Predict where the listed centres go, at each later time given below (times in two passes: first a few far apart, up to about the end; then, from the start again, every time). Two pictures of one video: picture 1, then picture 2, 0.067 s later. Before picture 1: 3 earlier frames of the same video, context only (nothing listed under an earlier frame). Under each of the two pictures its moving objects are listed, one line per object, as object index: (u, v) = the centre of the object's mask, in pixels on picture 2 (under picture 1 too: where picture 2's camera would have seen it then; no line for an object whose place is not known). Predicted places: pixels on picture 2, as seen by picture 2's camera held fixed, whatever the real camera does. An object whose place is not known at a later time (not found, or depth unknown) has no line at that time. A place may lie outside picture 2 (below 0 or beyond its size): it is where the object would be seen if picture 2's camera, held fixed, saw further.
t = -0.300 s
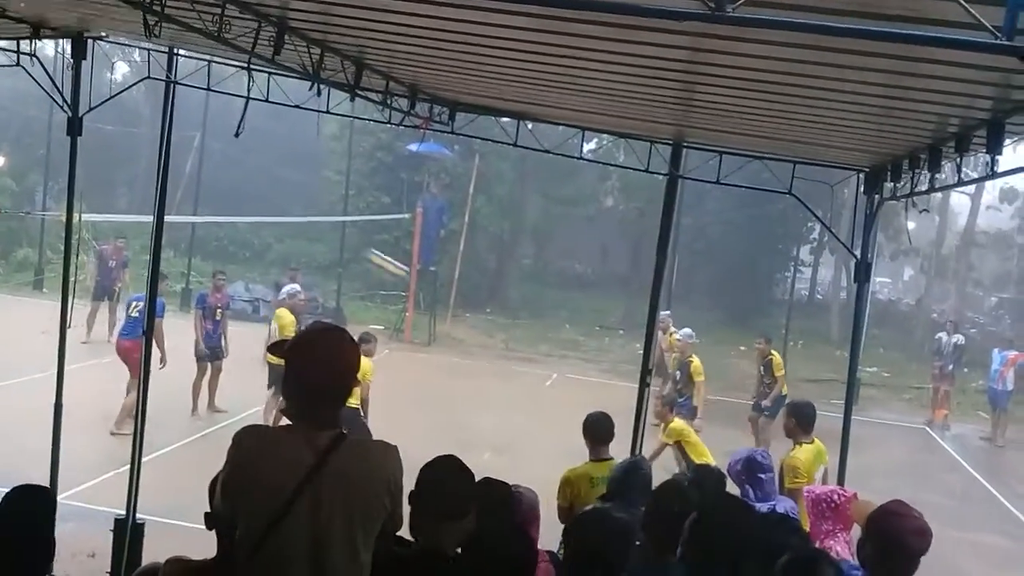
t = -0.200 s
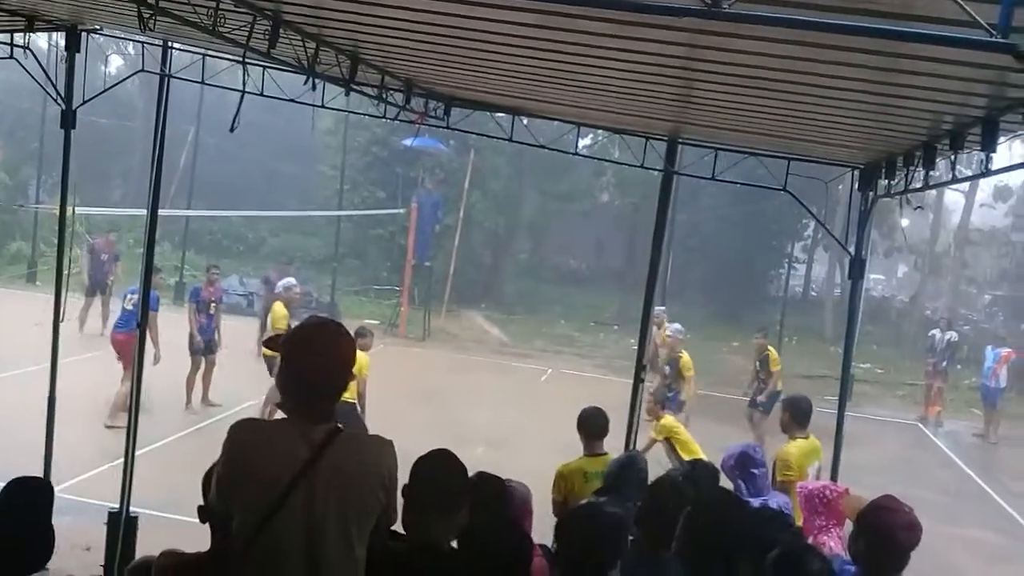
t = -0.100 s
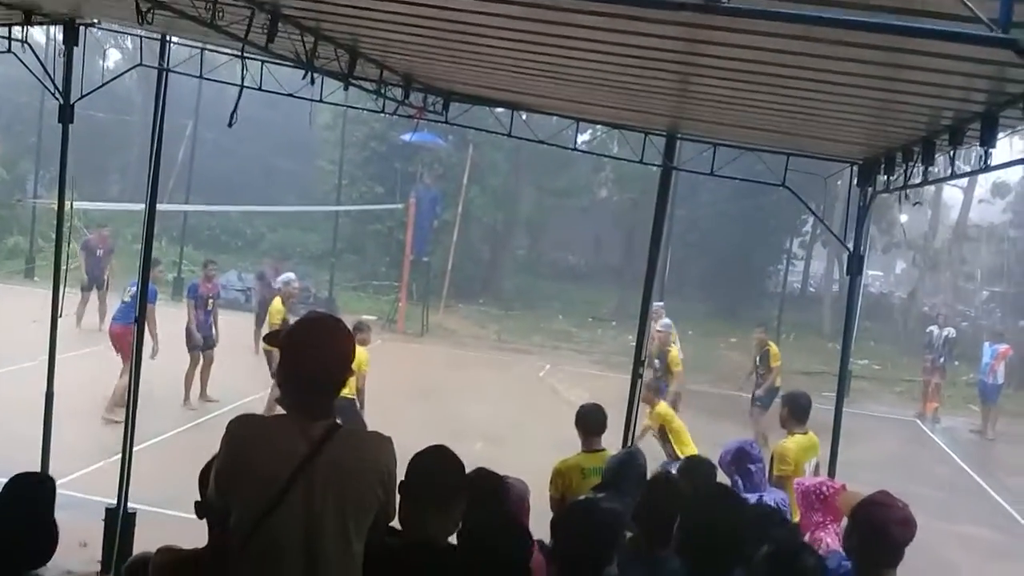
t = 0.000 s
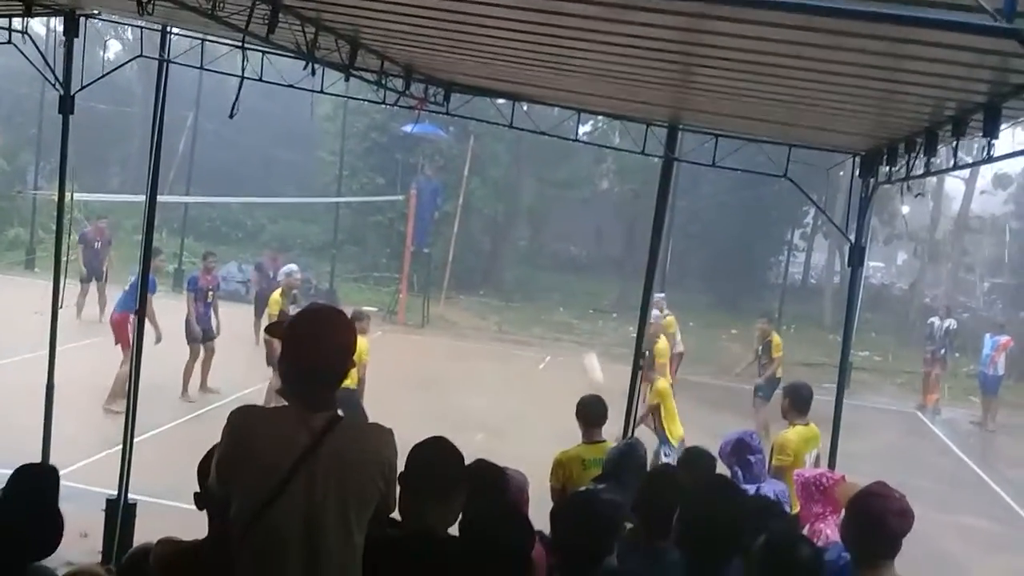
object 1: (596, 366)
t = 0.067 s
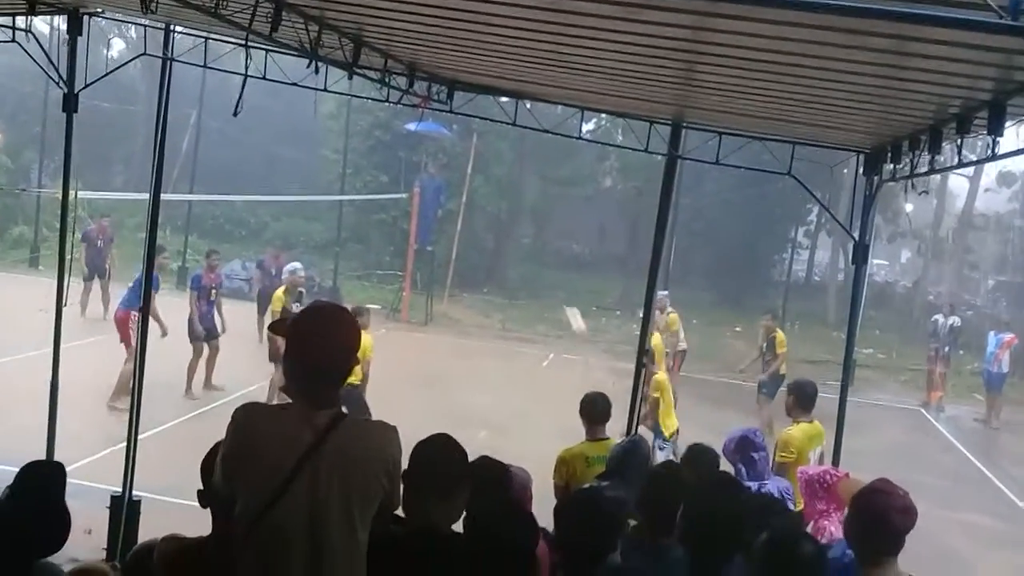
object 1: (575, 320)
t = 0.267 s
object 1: (505, 226)
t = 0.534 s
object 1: (417, 169)
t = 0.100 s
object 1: (563, 301)
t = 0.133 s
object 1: (551, 284)
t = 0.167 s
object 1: (539, 268)
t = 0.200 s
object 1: (527, 253)
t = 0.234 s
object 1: (516, 238)
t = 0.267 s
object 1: (505, 226)
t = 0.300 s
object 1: (495, 215)
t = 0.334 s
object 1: (484, 204)
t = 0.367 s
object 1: (473, 197)
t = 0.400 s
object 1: (461, 190)
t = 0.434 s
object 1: (450, 183)
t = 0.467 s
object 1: (438, 178)
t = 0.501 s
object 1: (428, 174)
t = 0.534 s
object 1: (417, 169)
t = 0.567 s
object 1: (407, 167)
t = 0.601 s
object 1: (397, 167)
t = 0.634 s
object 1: (386, 165)
